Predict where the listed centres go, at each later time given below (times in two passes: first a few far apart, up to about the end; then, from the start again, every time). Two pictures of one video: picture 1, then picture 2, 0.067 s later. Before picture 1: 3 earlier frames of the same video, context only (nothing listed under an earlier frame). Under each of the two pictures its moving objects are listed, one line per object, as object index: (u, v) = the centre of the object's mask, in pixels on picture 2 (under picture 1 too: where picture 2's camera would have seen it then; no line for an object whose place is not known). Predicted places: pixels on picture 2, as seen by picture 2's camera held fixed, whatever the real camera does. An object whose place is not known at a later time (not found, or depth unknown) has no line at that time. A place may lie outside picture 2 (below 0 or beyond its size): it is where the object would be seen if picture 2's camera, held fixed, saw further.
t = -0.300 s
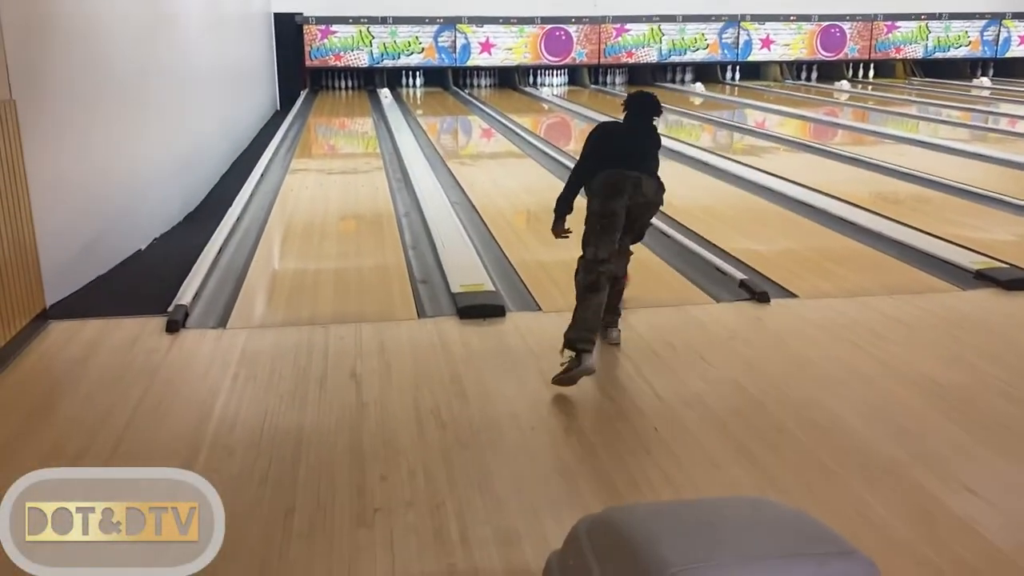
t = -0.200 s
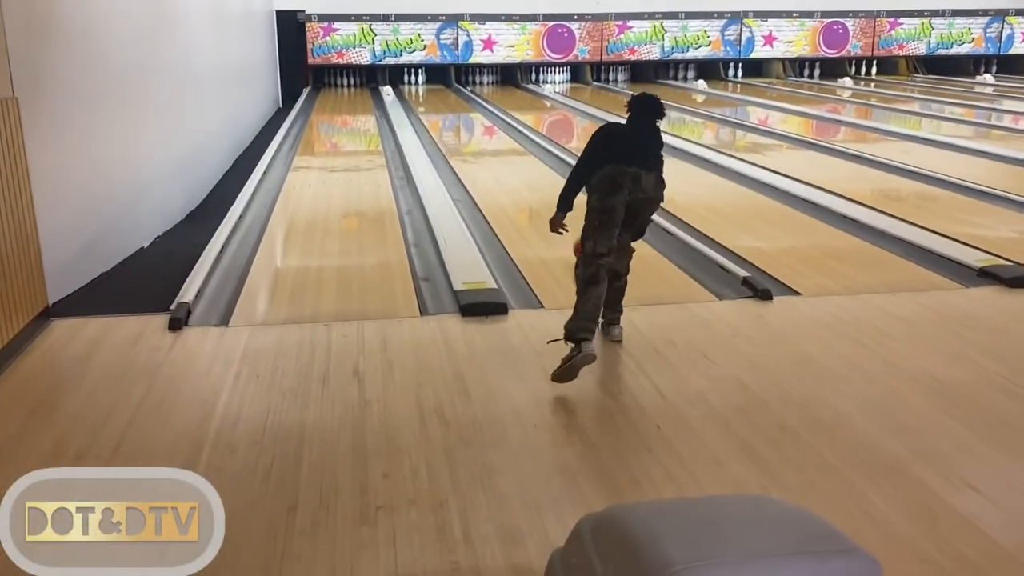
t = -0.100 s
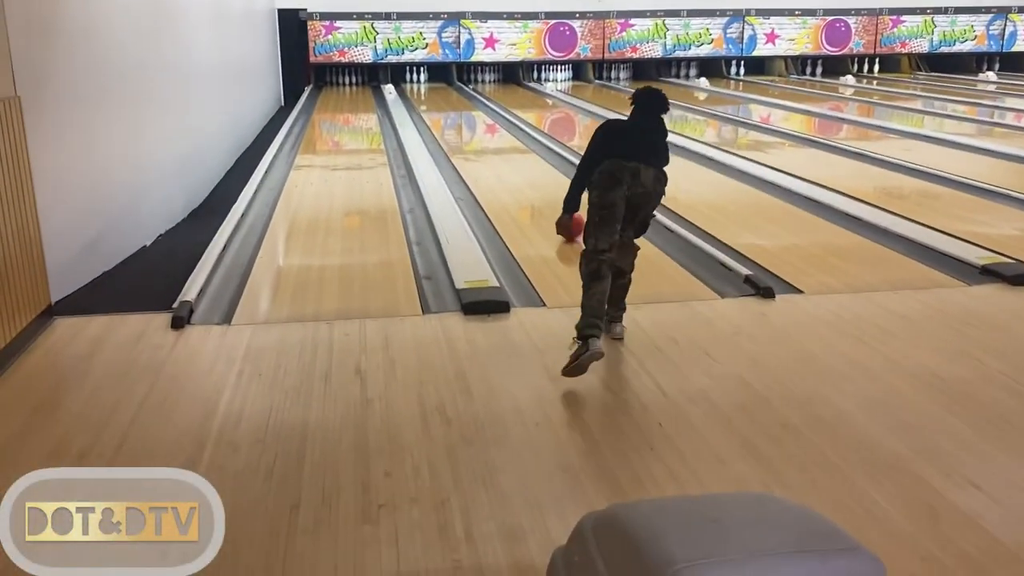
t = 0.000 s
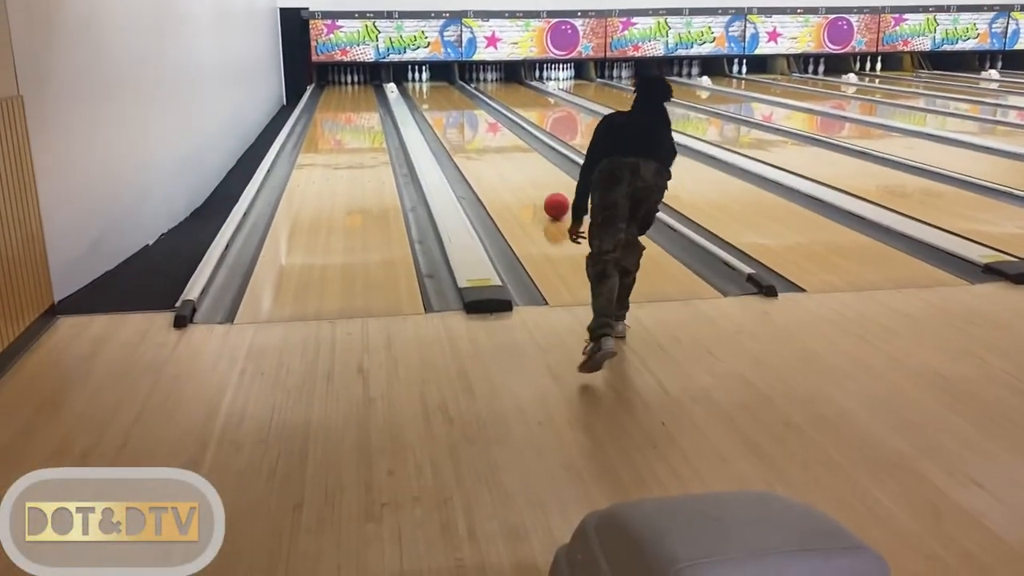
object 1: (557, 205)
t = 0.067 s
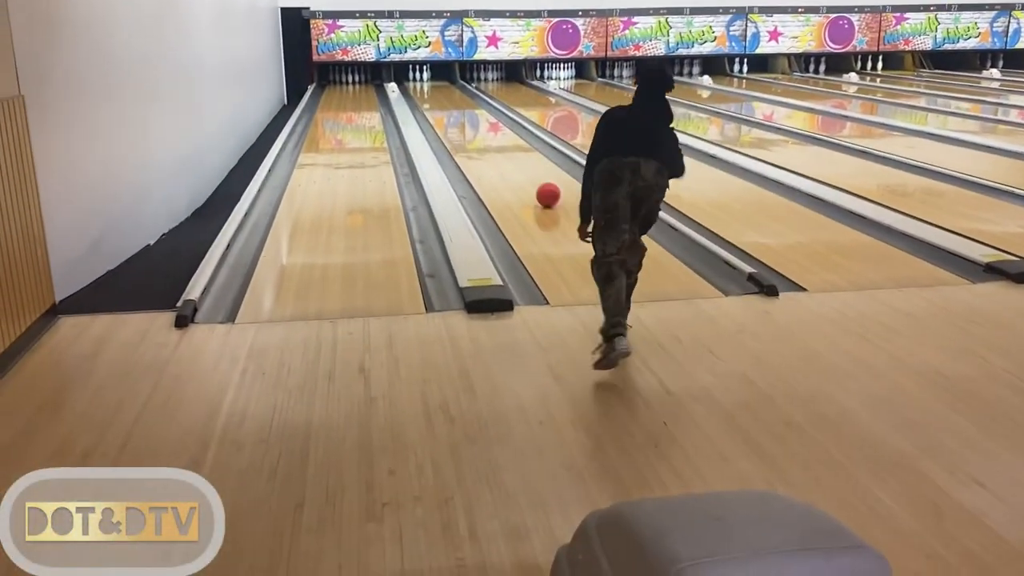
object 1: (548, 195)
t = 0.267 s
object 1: (524, 170)
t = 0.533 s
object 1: (502, 146)
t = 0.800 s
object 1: (486, 128)
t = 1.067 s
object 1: (474, 115)
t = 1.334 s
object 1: (464, 104)
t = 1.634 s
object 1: (455, 95)
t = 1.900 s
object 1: (449, 89)
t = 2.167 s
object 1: (445, 83)
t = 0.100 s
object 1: (543, 190)
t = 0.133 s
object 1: (539, 185)
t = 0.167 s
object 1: (535, 181)
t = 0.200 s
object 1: (532, 177)
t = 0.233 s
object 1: (528, 173)
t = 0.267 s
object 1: (524, 170)
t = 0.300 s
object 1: (521, 166)
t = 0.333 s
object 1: (518, 163)
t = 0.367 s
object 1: (515, 160)
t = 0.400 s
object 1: (512, 157)
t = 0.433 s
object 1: (510, 154)
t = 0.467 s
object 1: (507, 151)
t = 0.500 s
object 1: (505, 149)
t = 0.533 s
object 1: (502, 146)
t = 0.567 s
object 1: (500, 143)
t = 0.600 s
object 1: (498, 141)
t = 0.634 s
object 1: (496, 139)
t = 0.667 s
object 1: (494, 136)
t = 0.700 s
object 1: (492, 134)
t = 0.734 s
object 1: (490, 132)
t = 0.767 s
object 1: (489, 130)
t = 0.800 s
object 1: (486, 128)
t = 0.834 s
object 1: (484, 127)
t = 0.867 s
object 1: (483, 125)
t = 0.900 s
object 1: (481, 123)
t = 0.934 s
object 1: (479, 121)
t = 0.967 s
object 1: (478, 120)
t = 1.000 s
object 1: (476, 118)
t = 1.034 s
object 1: (475, 117)
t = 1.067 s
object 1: (474, 115)
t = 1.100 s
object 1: (472, 114)
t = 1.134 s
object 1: (471, 113)
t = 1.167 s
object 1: (470, 111)
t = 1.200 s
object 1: (469, 110)
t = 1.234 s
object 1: (467, 109)
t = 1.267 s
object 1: (466, 107)
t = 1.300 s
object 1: (465, 106)
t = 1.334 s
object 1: (464, 104)
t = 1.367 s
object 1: (462, 103)
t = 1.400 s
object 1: (462, 102)
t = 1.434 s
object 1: (461, 102)
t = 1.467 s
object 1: (460, 101)
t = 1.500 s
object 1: (458, 99)
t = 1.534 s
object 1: (458, 99)
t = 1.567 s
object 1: (456, 97)
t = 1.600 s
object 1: (455, 96)
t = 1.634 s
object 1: (455, 95)
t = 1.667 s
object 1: (454, 95)
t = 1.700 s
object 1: (453, 93)
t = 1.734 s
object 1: (452, 92)
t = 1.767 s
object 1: (452, 92)
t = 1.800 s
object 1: (451, 91)
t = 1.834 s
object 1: (450, 90)
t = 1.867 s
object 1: (450, 90)
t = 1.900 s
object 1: (449, 89)
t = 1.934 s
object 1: (449, 88)
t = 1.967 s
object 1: (448, 87)
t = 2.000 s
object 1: (447, 87)
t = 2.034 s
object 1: (447, 86)
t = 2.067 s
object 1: (446, 85)
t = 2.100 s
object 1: (445, 85)
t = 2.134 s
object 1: (445, 84)
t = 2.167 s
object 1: (445, 83)
